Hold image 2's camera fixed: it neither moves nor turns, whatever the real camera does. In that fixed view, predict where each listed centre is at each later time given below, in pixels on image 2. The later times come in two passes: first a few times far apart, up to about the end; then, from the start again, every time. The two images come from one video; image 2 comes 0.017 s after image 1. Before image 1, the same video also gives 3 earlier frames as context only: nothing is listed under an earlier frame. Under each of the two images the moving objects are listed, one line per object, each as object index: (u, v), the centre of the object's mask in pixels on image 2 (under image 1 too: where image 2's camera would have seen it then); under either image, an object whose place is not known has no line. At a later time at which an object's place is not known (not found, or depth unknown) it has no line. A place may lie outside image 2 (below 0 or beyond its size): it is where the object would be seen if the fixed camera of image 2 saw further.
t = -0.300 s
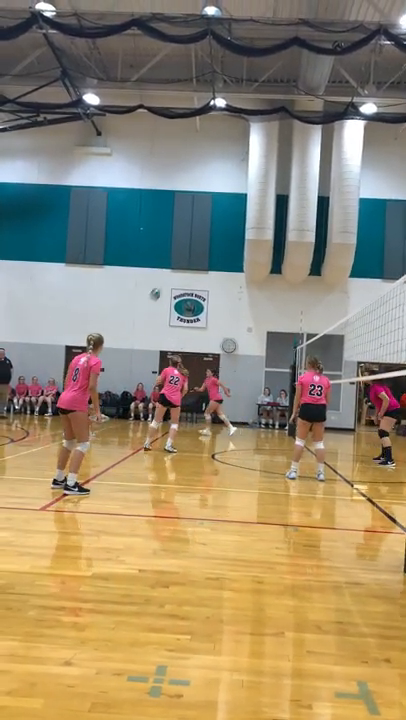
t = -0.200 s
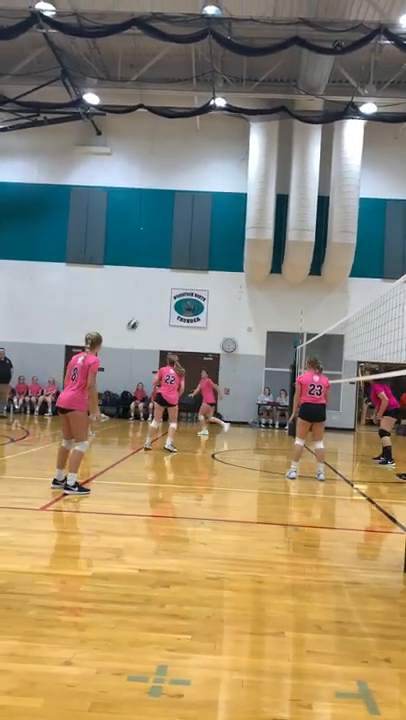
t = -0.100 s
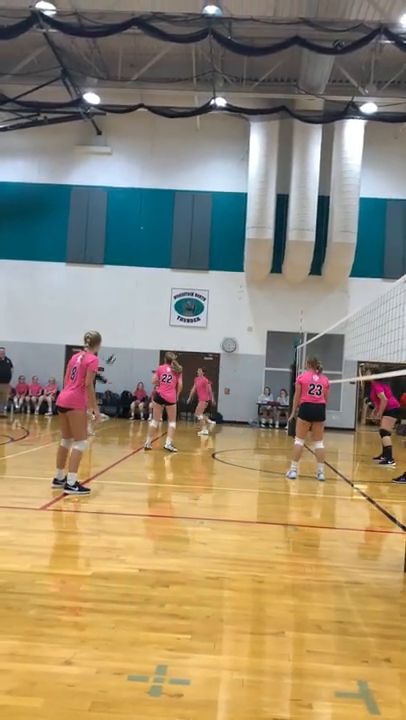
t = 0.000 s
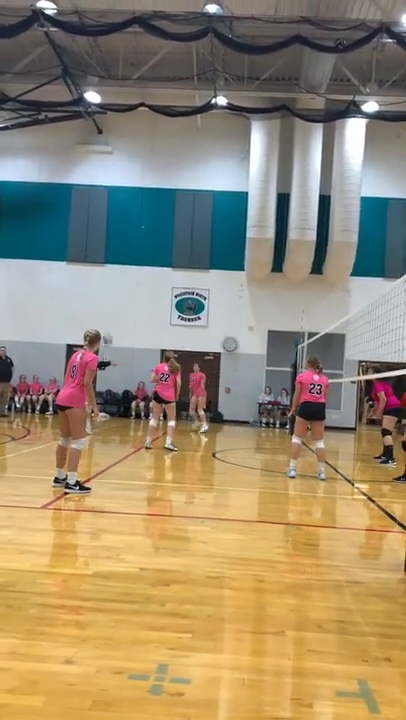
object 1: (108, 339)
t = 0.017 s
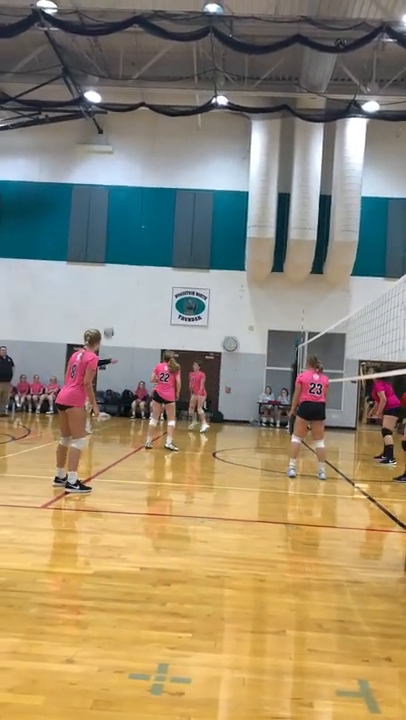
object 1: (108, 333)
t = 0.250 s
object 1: (120, 249)
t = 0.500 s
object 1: (130, 188)
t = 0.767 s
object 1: (142, 154)
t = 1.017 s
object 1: (150, 158)
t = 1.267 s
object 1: (157, 201)
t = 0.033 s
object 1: (109, 326)
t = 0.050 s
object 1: (110, 319)
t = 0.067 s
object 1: (110, 312)
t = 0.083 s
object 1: (111, 306)
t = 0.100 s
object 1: (112, 300)
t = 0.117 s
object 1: (113, 294)
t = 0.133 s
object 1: (114, 289)
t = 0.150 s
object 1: (115, 283)
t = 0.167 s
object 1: (115, 277)
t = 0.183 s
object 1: (116, 272)
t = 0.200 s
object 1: (117, 265)
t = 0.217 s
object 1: (118, 260)
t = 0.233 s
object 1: (119, 254)
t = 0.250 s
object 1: (120, 249)
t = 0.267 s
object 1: (120, 244)
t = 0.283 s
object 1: (121, 239)
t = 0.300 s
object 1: (122, 234)
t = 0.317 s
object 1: (122, 230)
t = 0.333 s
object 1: (123, 225)
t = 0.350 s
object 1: (124, 220)
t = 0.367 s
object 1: (124, 216)
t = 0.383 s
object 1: (125, 213)
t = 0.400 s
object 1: (125, 209)
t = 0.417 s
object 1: (127, 205)
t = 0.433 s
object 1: (127, 201)
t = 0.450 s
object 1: (128, 197)
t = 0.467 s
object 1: (129, 195)
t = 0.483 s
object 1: (130, 191)
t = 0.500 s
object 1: (130, 188)
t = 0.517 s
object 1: (132, 184)
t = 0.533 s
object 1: (132, 181)
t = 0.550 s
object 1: (133, 178)
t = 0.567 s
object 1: (134, 176)
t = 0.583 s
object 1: (134, 173)
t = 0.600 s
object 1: (135, 171)
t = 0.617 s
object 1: (136, 169)
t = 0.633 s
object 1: (136, 166)
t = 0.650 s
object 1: (137, 164)
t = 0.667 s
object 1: (138, 162)
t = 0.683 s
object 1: (138, 160)
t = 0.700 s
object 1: (139, 159)
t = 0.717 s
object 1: (140, 157)
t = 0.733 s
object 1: (140, 155)
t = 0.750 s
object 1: (141, 155)
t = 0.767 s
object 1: (142, 154)
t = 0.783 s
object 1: (142, 153)
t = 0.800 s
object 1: (143, 151)
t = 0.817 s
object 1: (143, 151)
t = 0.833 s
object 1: (144, 151)
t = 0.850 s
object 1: (145, 151)
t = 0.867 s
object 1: (145, 150)
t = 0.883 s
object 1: (146, 151)
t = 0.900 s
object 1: (147, 151)
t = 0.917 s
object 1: (147, 151)
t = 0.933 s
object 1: (148, 152)
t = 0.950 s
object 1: (148, 152)
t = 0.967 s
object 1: (149, 154)
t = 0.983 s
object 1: (149, 154)
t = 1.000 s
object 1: (150, 156)
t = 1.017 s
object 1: (150, 158)
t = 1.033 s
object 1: (151, 159)
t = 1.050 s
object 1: (152, 161)
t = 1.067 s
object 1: (152, 163)
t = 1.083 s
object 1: (152, 165)
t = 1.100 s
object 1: (153, 167)
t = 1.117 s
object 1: (153, 170)
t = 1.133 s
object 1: (154, 173)
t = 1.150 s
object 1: (154, 176)
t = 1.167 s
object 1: (155, 179)
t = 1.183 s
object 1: (155, 183)
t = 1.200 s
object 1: (156, 185)
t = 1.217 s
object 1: (156, 189)
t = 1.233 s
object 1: (156, 193)
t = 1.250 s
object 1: (157, 197)
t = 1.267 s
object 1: (157, 201)
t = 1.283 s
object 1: (158, 207)
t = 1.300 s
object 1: (158, 211)
